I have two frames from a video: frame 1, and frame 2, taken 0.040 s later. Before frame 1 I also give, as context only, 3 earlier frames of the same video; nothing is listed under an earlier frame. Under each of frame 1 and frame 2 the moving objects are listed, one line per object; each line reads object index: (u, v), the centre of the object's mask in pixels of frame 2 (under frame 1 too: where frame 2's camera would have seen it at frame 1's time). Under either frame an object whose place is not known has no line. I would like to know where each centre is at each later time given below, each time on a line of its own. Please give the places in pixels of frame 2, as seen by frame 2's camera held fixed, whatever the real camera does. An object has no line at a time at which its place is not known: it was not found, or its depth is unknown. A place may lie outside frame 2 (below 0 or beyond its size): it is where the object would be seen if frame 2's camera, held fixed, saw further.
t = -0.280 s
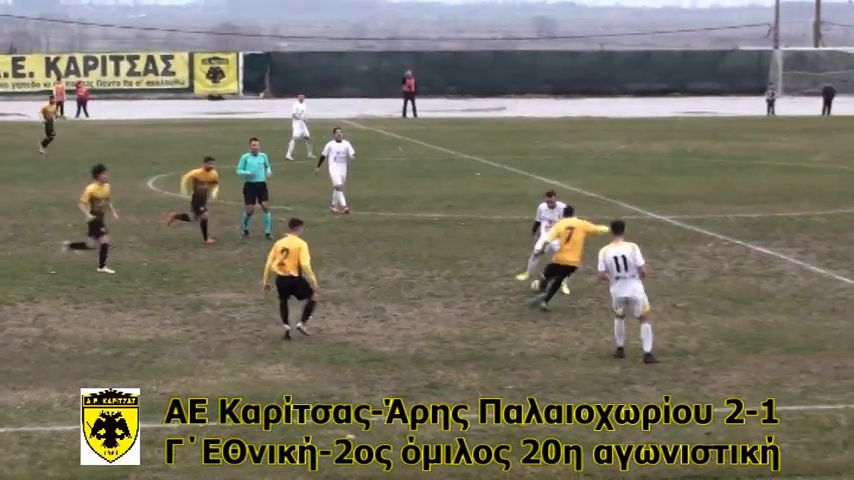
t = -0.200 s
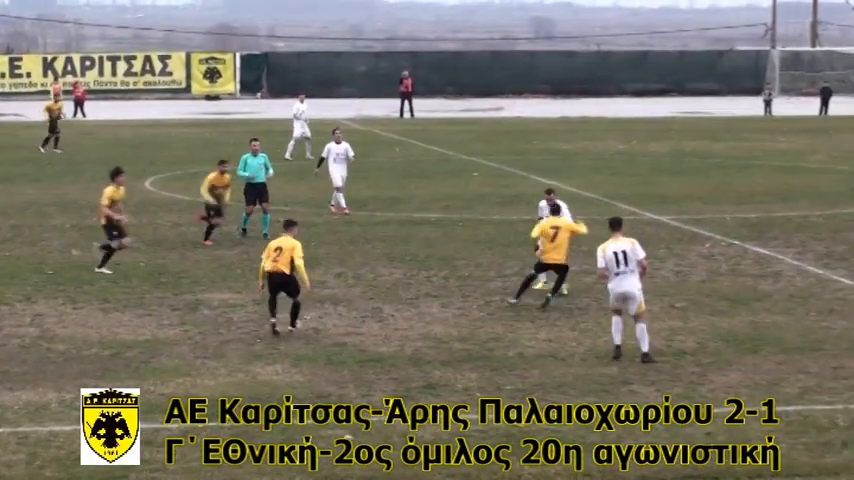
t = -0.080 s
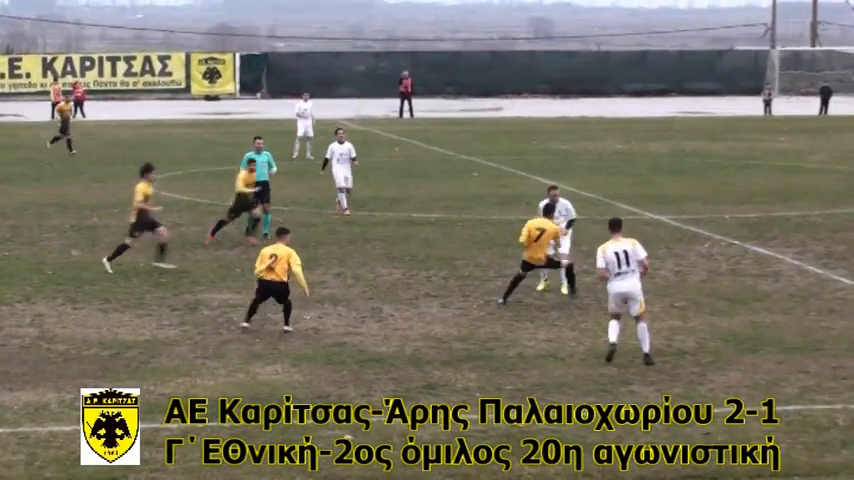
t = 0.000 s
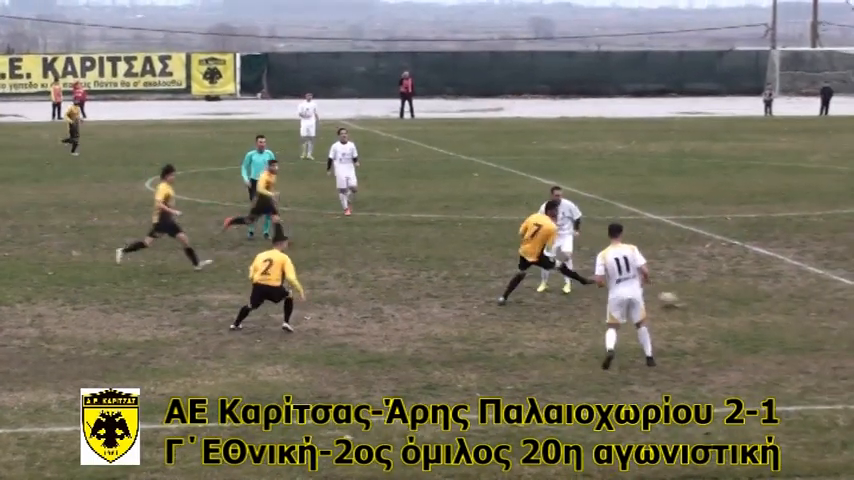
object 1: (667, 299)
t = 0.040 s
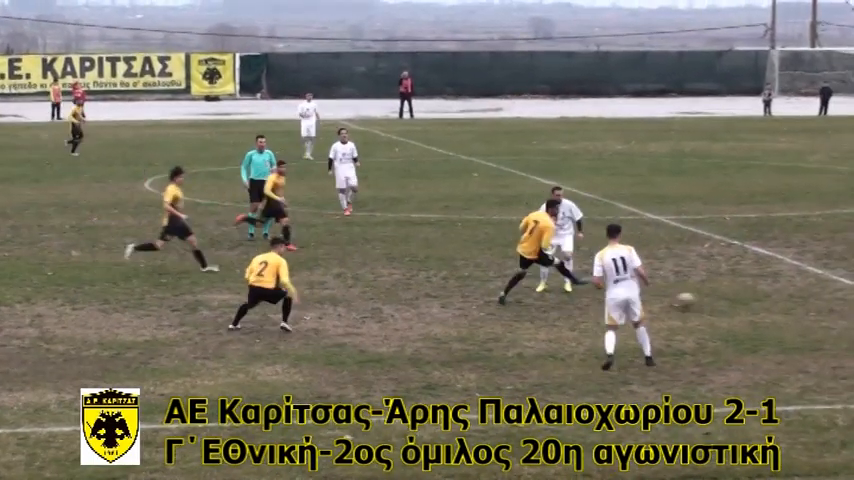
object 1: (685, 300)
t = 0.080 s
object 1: (706, 304)
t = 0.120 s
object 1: (725, 308)
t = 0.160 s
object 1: (745, 309)
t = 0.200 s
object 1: (761, 310)
